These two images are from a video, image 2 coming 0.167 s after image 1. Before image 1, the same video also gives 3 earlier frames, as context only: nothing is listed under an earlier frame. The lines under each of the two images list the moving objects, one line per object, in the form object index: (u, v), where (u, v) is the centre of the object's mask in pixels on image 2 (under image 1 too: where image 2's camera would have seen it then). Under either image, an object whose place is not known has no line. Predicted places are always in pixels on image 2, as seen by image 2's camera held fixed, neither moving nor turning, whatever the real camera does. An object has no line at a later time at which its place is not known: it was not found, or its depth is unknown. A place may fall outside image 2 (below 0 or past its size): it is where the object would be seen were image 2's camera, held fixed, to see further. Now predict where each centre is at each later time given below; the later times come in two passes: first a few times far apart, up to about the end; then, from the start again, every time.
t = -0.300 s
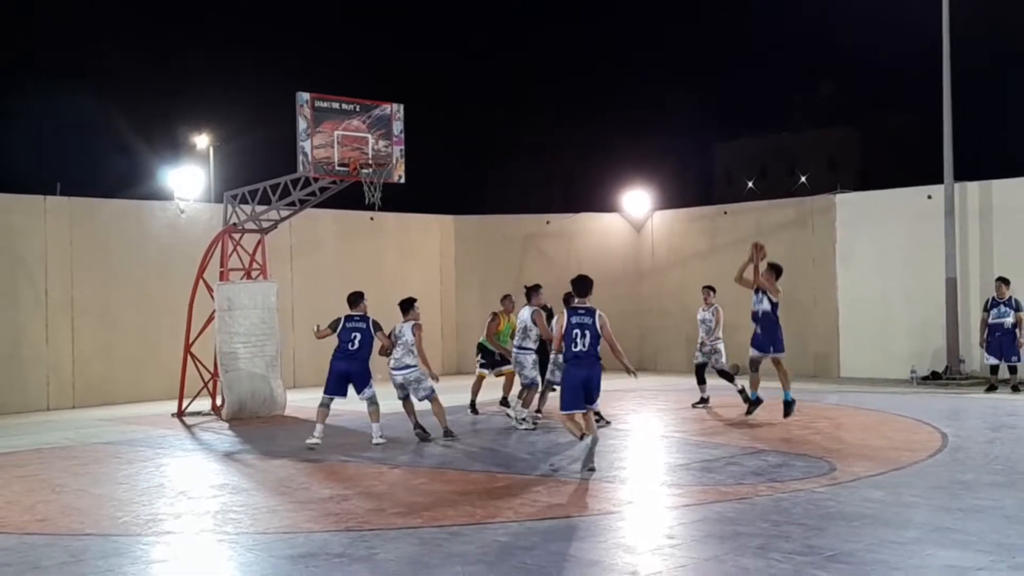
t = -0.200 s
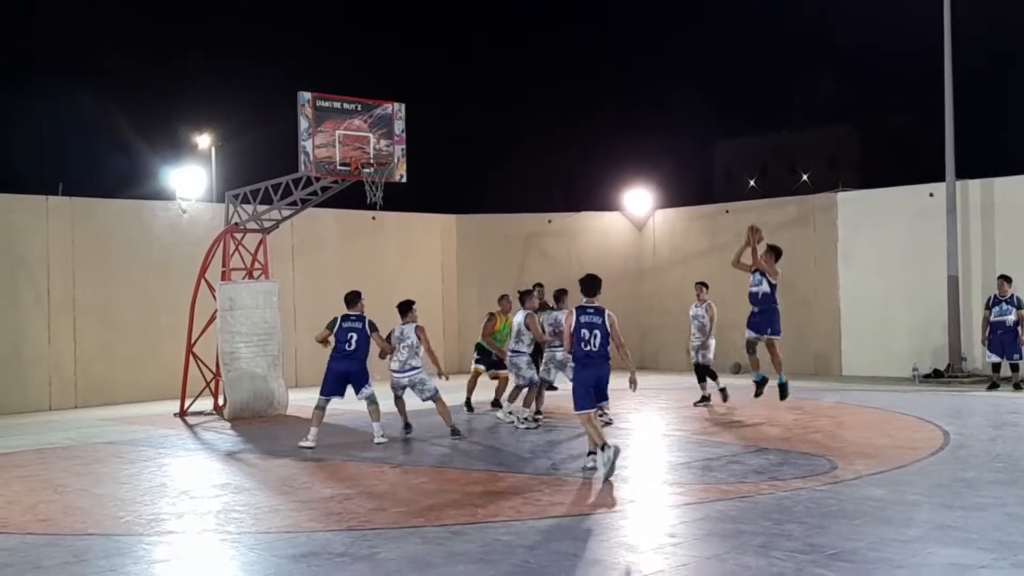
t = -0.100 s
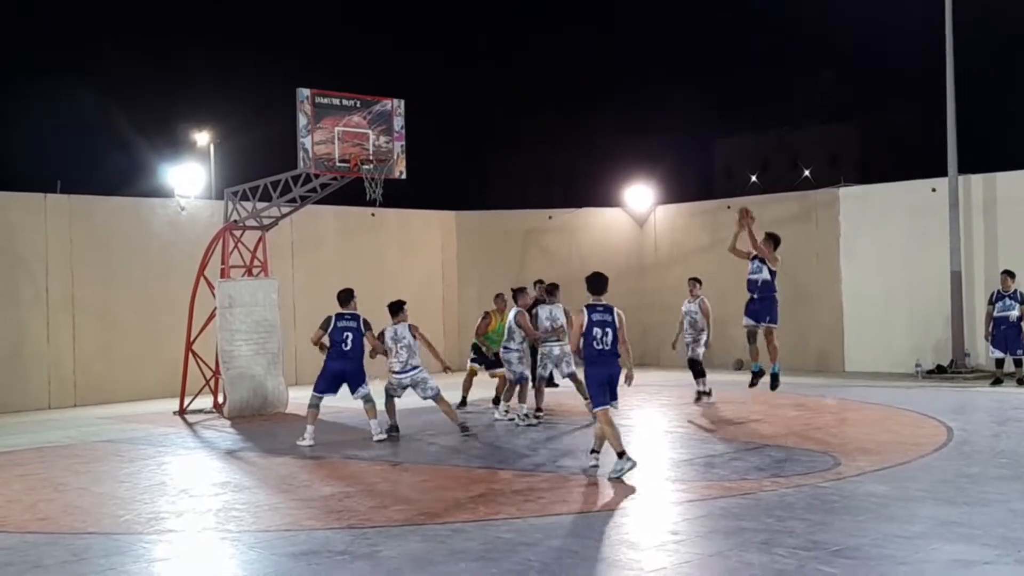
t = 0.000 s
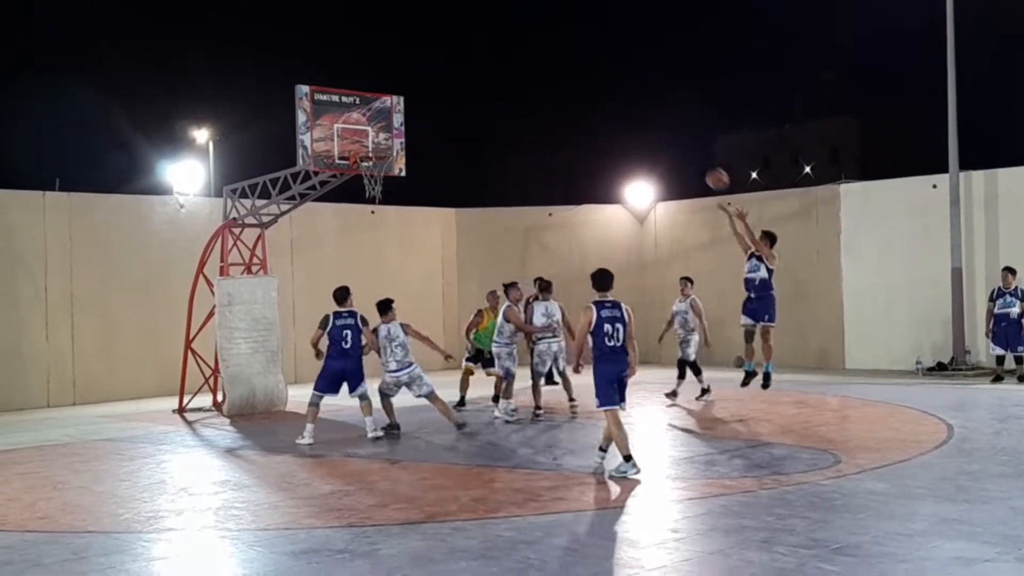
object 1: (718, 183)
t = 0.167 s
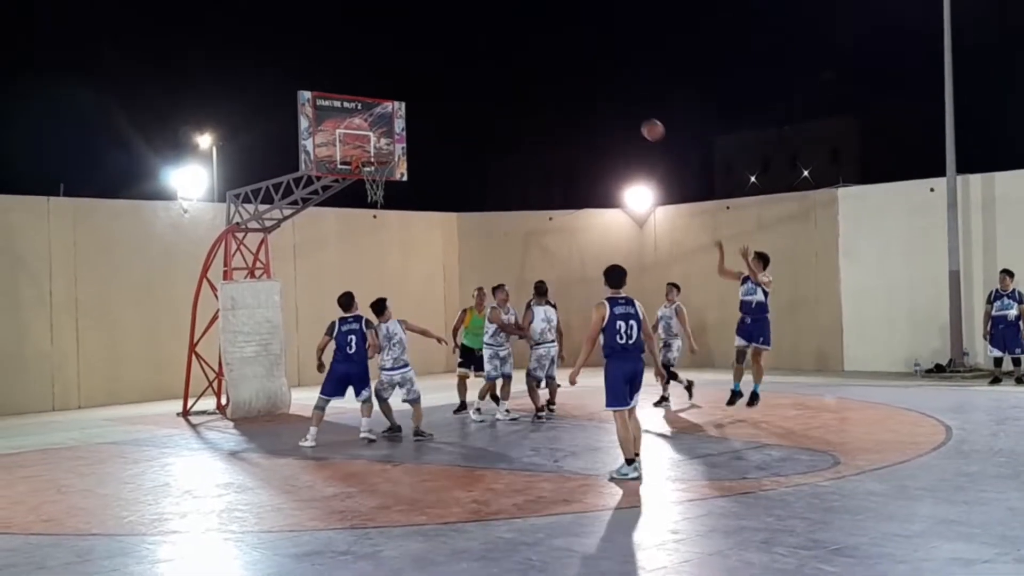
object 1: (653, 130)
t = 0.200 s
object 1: (640, 122)
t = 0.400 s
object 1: (566, 93)
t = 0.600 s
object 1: (492, 97)
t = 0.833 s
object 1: (410, 143)
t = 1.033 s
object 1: (407, 130)
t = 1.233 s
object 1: (418, 134)
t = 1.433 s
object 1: (430, 171)
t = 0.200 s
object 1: (640, 122)
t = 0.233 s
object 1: (628, 115)
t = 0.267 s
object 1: (615, 109)
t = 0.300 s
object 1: (603, 104)
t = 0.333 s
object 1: (590, 99)
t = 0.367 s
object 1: (578, 96)
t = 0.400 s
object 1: (566, 93)
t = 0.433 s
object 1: (553, 92)
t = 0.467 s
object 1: (541, 91)
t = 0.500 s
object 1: (529, 91)
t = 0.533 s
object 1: (517, 92)
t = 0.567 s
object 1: (504, 94)
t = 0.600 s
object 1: (492, 97)
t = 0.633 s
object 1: (480, 101)
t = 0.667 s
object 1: (468, 106)
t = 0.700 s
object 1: (456, 112)
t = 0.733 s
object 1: (444, 119)
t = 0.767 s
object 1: (432, 126)
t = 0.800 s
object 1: (420, 134)
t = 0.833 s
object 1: (410, 143)
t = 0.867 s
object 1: (399, 151)
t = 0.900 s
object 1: (401, 145)
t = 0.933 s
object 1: (402, 141)
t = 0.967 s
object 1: (403, 136)
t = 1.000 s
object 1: (405, 133)
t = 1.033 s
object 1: (407, 130)
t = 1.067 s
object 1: (409, 129)
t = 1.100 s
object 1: (411, 128)
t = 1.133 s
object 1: (413, 128)
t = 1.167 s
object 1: (415, 129)
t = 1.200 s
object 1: (416, 131)
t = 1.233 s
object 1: (418, 134)
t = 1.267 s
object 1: (420, 138)
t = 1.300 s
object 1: (422, 142)
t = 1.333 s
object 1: (424, 148)
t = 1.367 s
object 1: (426, 155)
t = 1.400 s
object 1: (428, 162)
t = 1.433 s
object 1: (430, 171)
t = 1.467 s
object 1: (432, 180)
